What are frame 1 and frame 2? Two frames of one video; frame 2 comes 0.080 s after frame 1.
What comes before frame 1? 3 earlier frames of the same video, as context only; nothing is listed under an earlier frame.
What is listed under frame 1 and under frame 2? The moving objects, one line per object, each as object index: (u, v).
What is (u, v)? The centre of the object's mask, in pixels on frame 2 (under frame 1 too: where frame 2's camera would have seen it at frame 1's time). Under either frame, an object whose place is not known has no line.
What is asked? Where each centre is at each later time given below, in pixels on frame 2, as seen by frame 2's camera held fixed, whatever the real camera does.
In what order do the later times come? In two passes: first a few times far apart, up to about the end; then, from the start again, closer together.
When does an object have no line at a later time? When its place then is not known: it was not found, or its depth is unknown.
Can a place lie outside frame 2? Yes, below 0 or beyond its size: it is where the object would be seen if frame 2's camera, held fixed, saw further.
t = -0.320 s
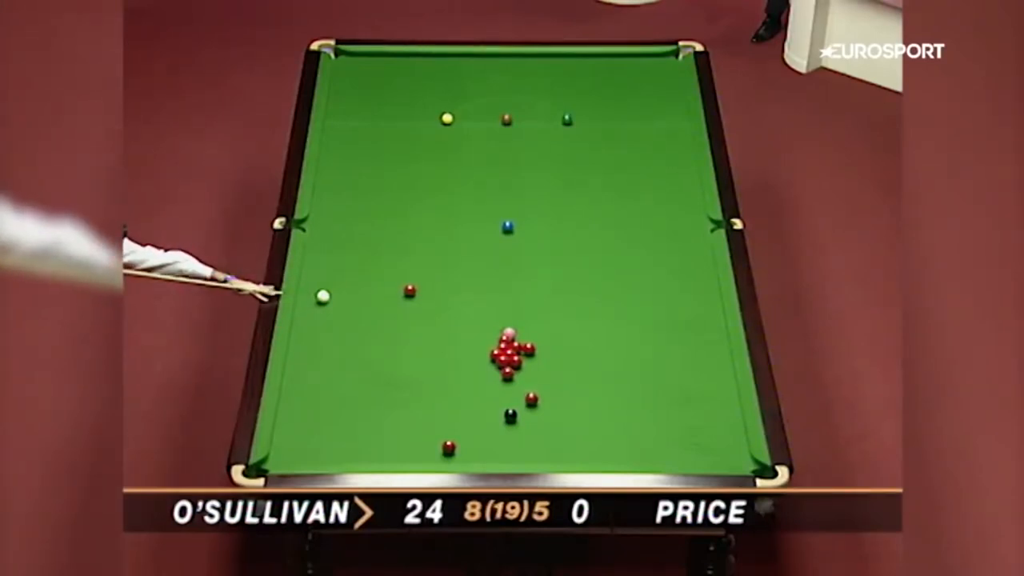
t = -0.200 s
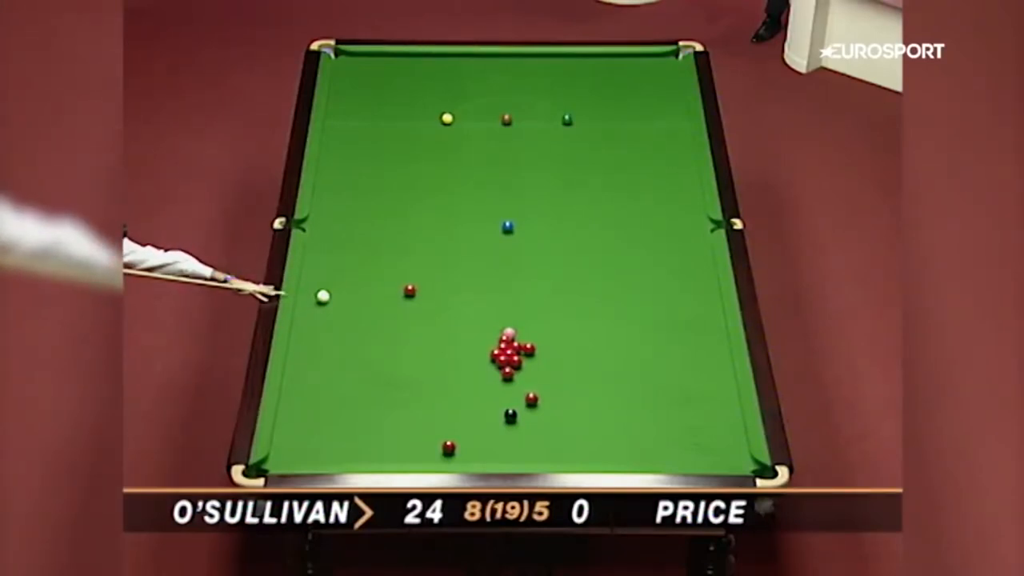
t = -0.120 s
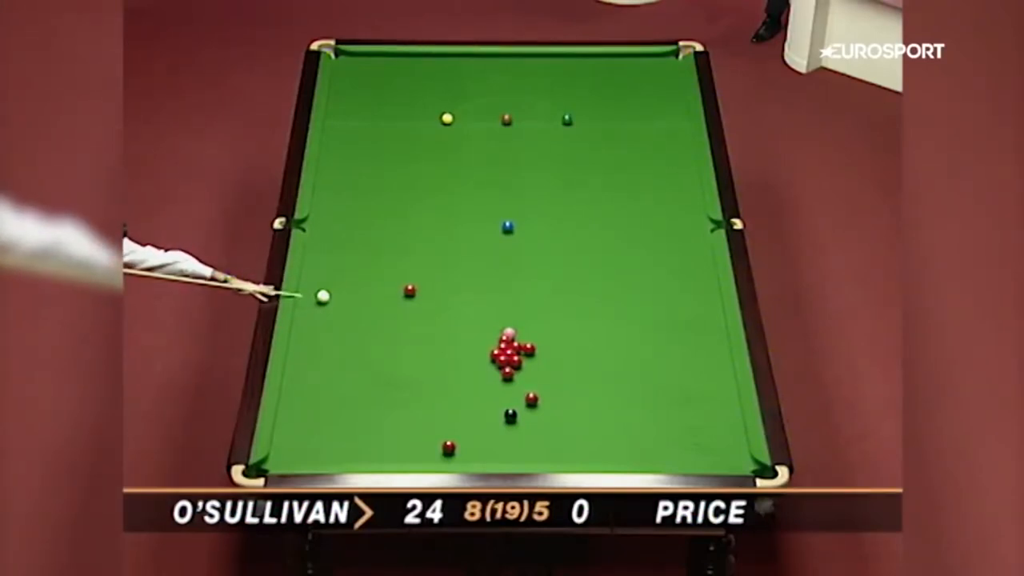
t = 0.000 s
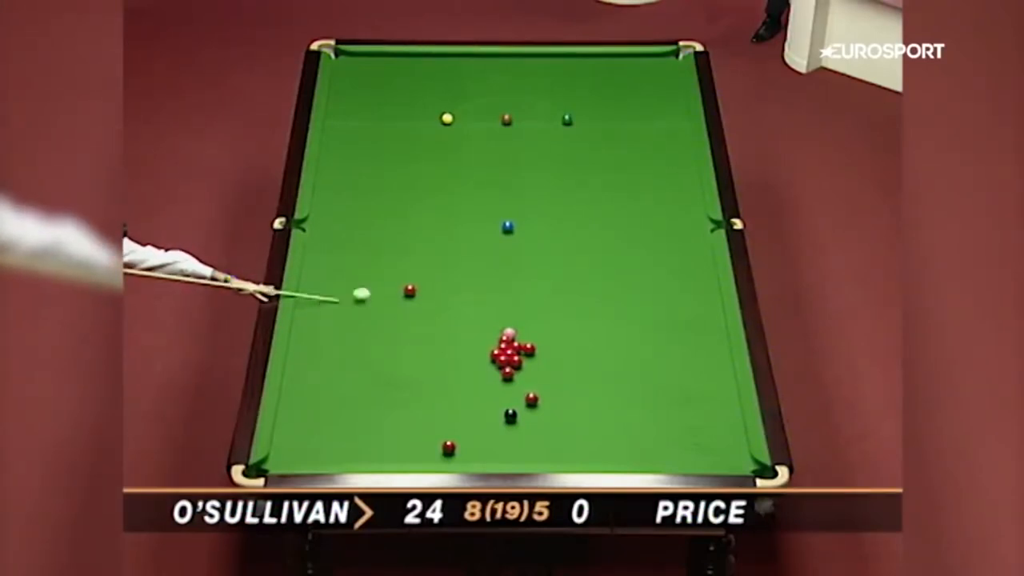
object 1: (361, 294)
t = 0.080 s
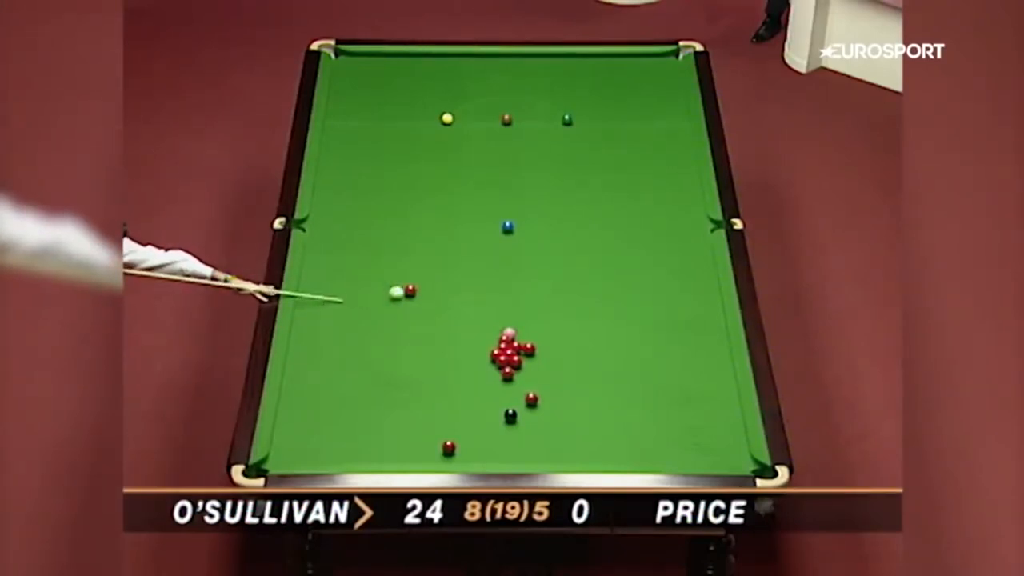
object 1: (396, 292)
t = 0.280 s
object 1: (404, 301)
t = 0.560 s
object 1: (409, 312)
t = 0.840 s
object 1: (414, 322)
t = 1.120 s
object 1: (419, 332)
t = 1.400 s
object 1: (424, 341)
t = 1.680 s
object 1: (428, 349)
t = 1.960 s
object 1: (432, 357)
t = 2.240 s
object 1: (436, 363)
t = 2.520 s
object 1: (440, 369)
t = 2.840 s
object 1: (443, 375)
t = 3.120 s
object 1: (446, 380)
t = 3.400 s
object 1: (448, 384)
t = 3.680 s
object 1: (450, 387)
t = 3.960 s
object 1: (451, 388)
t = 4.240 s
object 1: (451, 390)
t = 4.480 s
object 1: (451, 390)
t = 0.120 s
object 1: (400, 294)
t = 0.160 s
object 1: (401, 296)
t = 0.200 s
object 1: (402, 298)
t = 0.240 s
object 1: (403, 300)
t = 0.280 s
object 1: (404, 301)
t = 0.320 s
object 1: (405, 303)
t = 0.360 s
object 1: (405, 304)
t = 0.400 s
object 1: (406, 306)
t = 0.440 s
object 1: (407, 307)
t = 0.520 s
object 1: (408, 310)
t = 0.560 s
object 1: (409, 312)
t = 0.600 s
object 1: (410, 314)
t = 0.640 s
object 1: (410, 315)
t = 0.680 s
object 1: (411, 317)
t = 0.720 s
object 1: (412, 318)
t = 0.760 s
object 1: (413, 320)
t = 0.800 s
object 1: (413, 321)
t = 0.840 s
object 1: (414, 322)
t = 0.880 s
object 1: (415, 324)
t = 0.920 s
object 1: (416, 325)
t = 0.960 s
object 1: (416, 327)
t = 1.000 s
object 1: (417, 328)
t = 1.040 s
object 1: (418, 329)
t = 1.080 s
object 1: (419, 331)
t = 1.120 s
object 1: (419, 332)
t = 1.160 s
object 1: (420, 334)
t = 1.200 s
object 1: (421, 335)
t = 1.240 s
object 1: (421, 336)
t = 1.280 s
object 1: (422, 338)
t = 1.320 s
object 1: (423, 339)
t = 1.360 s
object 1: (423, 340)
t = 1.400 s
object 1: (424, 341)
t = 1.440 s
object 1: (425, 342)
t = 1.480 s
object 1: (425, 343)
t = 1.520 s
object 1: (426, 345)
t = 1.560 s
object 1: (427, 346)
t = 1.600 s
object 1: (427, 347)
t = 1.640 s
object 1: (428, 348)
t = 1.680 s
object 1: (428, 349)
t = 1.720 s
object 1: (429, 350)
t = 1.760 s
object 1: (430, 351)
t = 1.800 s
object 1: (430, 352)
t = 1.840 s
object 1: (431, 354)
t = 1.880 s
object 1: (431, 355)
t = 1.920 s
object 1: (432, 356)
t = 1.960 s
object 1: (432, 357)
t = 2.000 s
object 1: (433, 358)
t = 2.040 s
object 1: (433, 359)
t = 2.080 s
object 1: (434, 360)
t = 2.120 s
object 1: (435, 361)
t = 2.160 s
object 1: (435, 362)
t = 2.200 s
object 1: (436, 362)
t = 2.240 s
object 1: (436, 363)
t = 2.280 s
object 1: (437, 365)
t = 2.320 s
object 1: (437, 365)
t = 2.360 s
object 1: (438, 366)
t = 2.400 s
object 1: (438, 367)
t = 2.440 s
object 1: (439, 368)
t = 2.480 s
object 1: (439, 369)
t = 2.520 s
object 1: (440, 369)
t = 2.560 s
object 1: (440, 371)
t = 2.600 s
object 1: (440, 371)
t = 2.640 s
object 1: (441, 372)
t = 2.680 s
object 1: (442, 372)
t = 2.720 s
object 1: (442, 373)
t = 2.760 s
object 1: (442, 374)
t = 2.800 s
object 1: (443, 375)
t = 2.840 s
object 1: (443, 375)
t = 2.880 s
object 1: (443, 376)
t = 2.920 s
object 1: (444, 377)
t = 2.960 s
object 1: (444, 378)
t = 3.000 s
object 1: (445, 378)
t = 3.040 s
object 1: (445, 379)
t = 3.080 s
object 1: (446, 379)
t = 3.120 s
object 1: (446, 380)
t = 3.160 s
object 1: (446, 381)
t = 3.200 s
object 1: (446, 381)
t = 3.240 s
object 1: (447, 382)
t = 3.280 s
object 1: (447, 382)
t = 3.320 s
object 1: (447, 383)
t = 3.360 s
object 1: (448, 383)
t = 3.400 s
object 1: (448, 384)
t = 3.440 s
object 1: (448, 384)
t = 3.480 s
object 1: (449, 384)
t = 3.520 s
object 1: (449, 385)
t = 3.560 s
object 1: (449, 385)
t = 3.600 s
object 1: (449, 385)
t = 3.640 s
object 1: (449, 386)
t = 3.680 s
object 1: (450, 387)
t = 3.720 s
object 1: (450, 387)
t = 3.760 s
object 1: (450, 387)
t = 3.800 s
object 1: (450, 387)
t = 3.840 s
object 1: (451, 387)
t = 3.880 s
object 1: (451, 388)
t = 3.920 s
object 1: (451, 388)
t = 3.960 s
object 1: (451, 388)
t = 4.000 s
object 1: (451, 388)
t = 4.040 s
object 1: (451, 389)
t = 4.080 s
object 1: (451, 389)
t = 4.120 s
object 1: (451, 389)
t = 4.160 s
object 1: (451, 389)
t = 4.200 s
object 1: (451, 389)
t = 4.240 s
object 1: (451, 390)
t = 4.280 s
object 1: (451, 389)
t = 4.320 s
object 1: (451, 390)
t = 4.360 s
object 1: (451, 390)
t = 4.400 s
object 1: (451, 390)
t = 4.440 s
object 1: (451, 390)
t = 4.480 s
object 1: (451, 390)
